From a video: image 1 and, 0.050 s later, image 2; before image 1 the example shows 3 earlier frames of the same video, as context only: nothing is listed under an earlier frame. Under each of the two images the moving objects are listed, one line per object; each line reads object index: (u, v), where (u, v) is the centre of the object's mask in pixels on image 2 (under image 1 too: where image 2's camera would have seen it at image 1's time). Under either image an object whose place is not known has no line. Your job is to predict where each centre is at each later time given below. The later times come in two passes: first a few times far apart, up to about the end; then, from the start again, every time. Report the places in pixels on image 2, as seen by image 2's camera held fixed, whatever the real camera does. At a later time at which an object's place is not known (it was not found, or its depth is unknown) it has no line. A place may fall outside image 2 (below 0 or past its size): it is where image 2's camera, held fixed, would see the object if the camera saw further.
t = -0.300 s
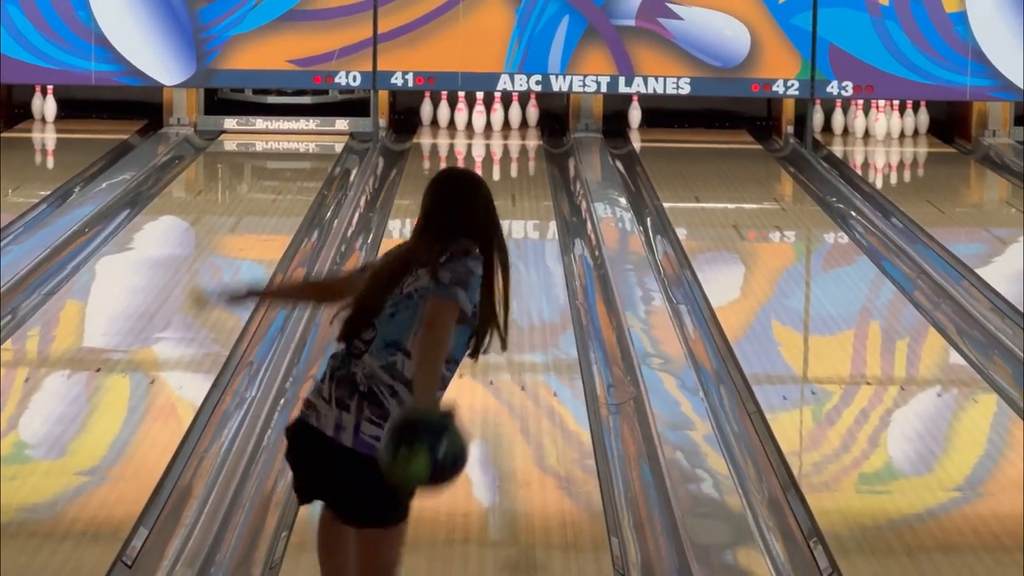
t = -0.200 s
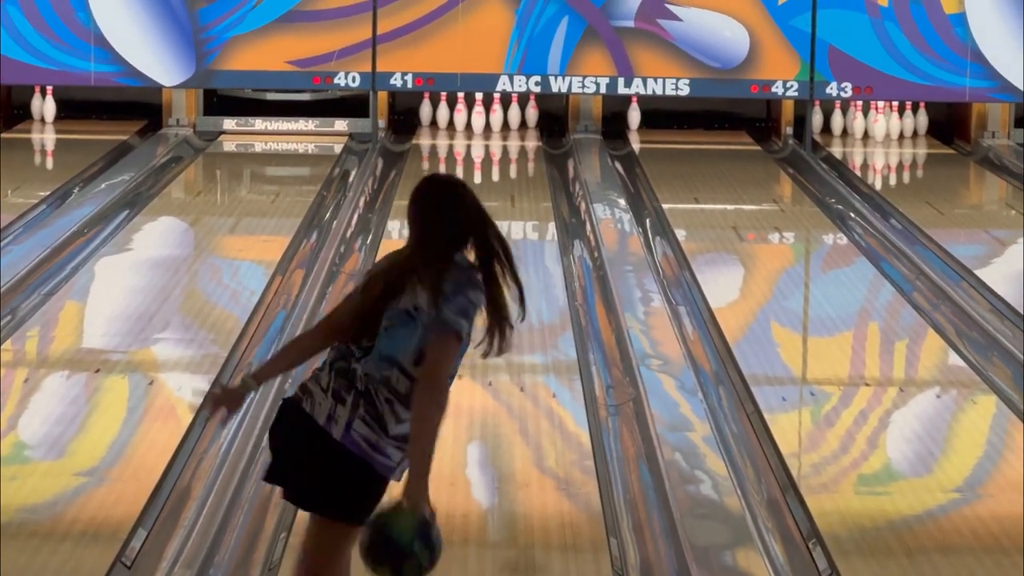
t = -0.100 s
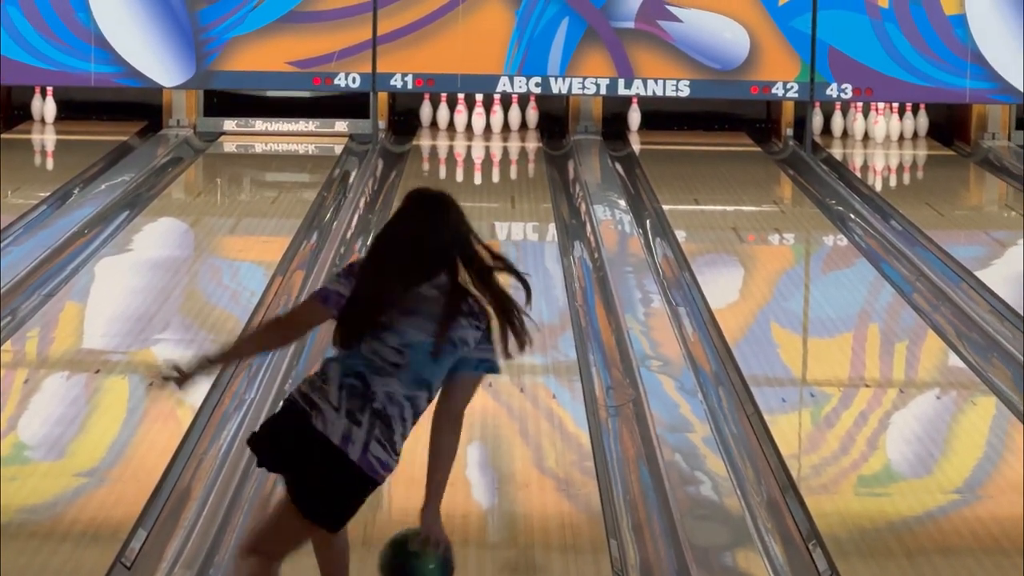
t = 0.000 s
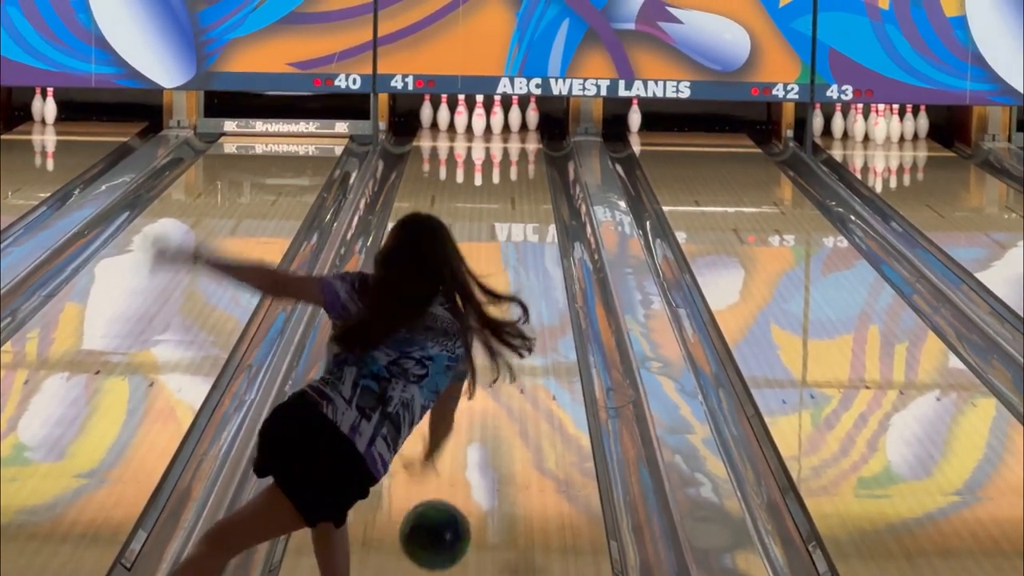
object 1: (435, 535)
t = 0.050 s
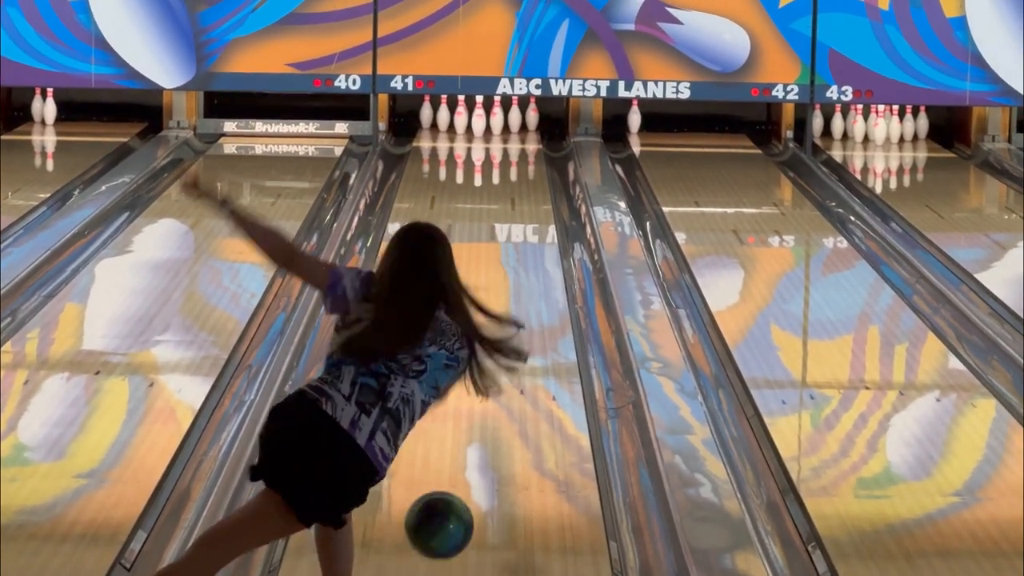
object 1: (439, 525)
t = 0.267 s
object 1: (455, 467)
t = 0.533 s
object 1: (470, 389)
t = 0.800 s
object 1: (489, 336)
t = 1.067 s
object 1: (490, 281)
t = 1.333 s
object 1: (495, 243)
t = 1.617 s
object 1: (499, 211)
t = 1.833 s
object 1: (502, 189)
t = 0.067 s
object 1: (440, 523)
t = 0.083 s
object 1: (442, 522)
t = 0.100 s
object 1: (443, 522)
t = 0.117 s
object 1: (444, 523)
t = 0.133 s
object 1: (446, 514)
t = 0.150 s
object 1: (447, 504)
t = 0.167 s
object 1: (448, 497)
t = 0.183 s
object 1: (449, 489)
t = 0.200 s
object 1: (451, 484)
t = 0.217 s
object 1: (452, 479)
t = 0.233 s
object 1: (453, 475)
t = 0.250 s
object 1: (454, 472)
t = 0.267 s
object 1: (455, 467)
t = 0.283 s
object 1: (456, 461)
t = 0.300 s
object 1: (457, 455)
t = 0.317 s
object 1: (458, 451)
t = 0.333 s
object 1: (460, 446)
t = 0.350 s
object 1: (461, 441)
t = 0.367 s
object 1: (462, 436)
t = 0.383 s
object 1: (463, 431)
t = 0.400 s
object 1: (463, 426)
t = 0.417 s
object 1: (464, 421)
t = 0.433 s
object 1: (465, 417)
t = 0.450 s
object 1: (466, 412)
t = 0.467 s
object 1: (467, 407)
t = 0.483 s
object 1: (468, 402)
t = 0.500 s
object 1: (469, 398)
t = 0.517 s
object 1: (469, 394)
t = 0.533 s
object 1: (470, 389)
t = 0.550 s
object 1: (471, 385)
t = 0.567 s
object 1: (472, 380)
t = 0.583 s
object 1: (473, 376)
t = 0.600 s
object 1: (473, 372)
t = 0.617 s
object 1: (474, 369)
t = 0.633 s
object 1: (475, 368)
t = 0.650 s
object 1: (475, 364)
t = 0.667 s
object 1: (476, 360)
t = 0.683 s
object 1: (478, 356)
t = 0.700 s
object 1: (478, 352)
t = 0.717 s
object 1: (479, 349)
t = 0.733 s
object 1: (485, 348)
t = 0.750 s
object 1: (486, 344)
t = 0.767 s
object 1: (487, 341)
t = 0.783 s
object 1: (488, 338)
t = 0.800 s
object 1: (489, 336)
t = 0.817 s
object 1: (490, 333)
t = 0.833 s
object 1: (497, 323)
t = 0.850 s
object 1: (496, 321)
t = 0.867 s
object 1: (496, 317)
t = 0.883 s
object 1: (496, 314)
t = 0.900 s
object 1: (497, 310)
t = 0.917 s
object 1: (496, 306)
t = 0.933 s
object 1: (496, 302)
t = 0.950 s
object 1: (496, 299)
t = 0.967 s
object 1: (495, 295)
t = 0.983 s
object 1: (494, 293)
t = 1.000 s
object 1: (493, 290)
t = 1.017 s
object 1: (492, 288)
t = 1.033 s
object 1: (491, 286)
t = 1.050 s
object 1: (491, 284)
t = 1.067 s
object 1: (490, 281)
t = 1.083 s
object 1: (490, 279)
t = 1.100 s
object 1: (490, 277)
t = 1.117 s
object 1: (490, 274)
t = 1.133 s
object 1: (490, 272)
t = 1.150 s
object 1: (491, 270)
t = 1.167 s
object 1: (491, 267)
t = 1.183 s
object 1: (492, 264)
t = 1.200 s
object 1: (492, 262)
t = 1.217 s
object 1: (492, 260)
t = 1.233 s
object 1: (492, 257)
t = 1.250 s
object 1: (493, 255)
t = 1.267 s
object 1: (493, 252)
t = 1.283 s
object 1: (494, 250)
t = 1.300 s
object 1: (494, 248)
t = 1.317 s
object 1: (495, 245)
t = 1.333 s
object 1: (495, 243)
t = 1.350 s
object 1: (495, 242)
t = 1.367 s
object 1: (495, 239)
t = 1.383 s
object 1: (495, 237)
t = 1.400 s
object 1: (496, 235)
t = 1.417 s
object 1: (496, 233)
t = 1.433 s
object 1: (497, 231)
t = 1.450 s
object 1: (497, 229)
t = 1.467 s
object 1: (497, 227)
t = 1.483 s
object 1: (497, 225)
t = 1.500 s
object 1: (498, 223)
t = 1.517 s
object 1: (498, 222)
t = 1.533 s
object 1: (498, 219)
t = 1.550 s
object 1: (498, 218)
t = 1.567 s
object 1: (498, 216)
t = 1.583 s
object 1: (498, 215)
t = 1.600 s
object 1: (499, 212)
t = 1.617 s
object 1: (499, 211)
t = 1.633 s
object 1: (499, 209)
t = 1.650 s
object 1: (499, 207)
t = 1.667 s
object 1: (500, 205)
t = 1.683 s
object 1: (500, 204)
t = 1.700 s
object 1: (500, 202)
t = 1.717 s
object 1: (501, 200)
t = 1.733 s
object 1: (501, 199)
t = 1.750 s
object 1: (501, 197)
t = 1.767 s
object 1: (502, 195)
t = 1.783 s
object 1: (501, 194)
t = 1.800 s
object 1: (501, 192)
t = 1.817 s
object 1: (501, 190)
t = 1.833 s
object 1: (502, 189)
